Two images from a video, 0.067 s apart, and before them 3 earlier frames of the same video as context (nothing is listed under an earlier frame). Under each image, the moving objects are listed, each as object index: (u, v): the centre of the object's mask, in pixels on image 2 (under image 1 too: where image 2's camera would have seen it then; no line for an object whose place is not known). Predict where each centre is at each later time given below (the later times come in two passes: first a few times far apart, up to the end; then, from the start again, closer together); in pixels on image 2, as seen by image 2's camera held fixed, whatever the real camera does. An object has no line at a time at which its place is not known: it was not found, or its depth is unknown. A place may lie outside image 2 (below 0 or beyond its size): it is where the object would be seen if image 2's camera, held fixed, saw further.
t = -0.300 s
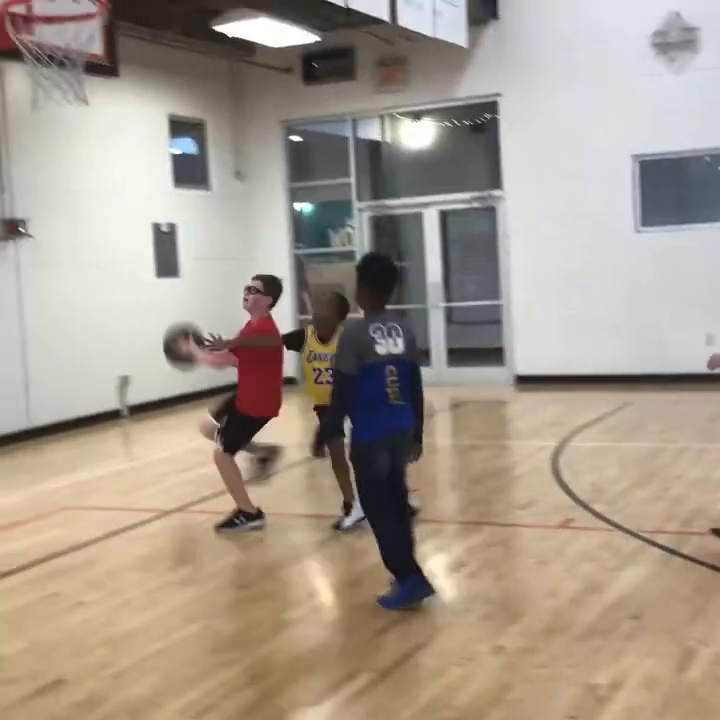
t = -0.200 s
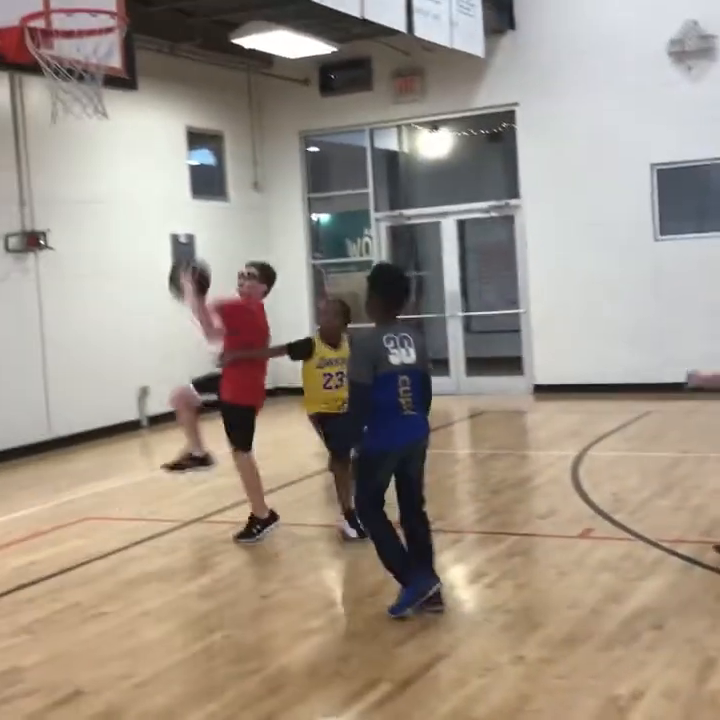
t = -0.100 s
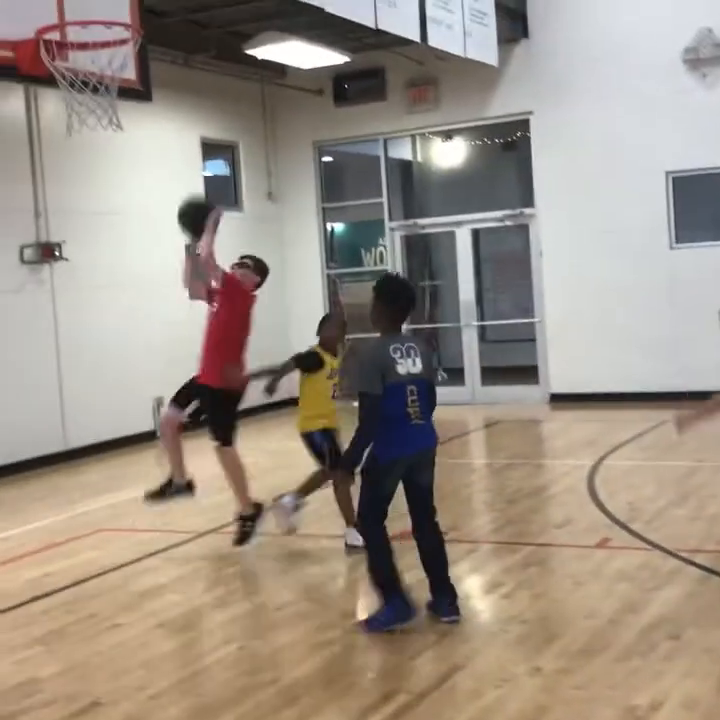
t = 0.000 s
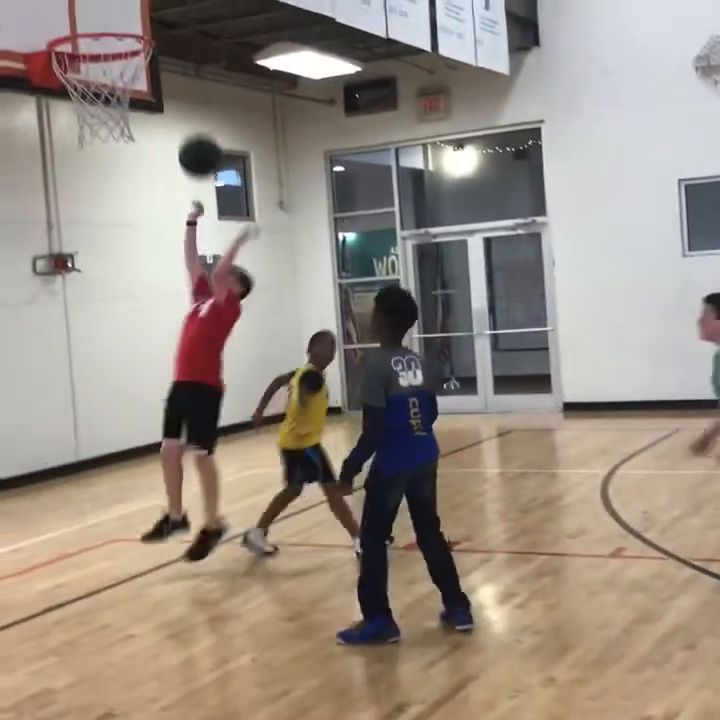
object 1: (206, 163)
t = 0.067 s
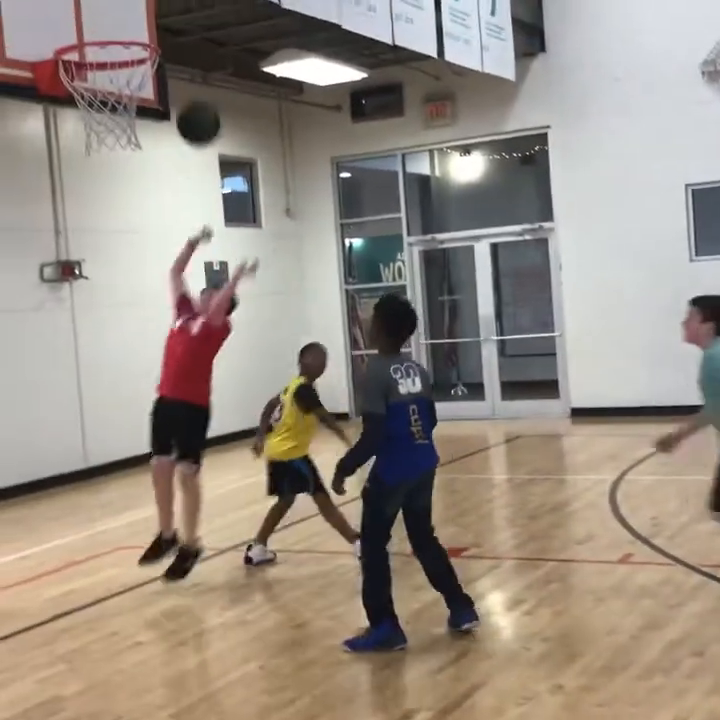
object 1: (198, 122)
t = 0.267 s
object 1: (176, 39)
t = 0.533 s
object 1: (152, 42)
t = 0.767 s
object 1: (227, 133)
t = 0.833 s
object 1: (255, 172)
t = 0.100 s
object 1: (194, 106)
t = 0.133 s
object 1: (190, 88)
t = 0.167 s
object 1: (187, 74)
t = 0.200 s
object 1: (185, 66)
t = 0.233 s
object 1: (180, 54)
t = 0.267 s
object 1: (176, 39)
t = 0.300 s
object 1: (173, 36)
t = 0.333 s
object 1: (171, 32)
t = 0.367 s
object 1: (167, 29)
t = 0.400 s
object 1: (162, 28)
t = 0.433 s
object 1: (158, 29)
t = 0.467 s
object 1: (158, 33)
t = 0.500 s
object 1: (154, 32)
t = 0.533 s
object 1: (152, 42)
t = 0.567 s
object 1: (159, 50)
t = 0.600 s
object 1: (171, 65)
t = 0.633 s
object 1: (179, 75)
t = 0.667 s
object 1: (191, 88)
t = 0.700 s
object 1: (202, 102)
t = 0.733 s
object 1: (215, 116)
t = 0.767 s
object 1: (227, 133)
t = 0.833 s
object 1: (255, 172)
